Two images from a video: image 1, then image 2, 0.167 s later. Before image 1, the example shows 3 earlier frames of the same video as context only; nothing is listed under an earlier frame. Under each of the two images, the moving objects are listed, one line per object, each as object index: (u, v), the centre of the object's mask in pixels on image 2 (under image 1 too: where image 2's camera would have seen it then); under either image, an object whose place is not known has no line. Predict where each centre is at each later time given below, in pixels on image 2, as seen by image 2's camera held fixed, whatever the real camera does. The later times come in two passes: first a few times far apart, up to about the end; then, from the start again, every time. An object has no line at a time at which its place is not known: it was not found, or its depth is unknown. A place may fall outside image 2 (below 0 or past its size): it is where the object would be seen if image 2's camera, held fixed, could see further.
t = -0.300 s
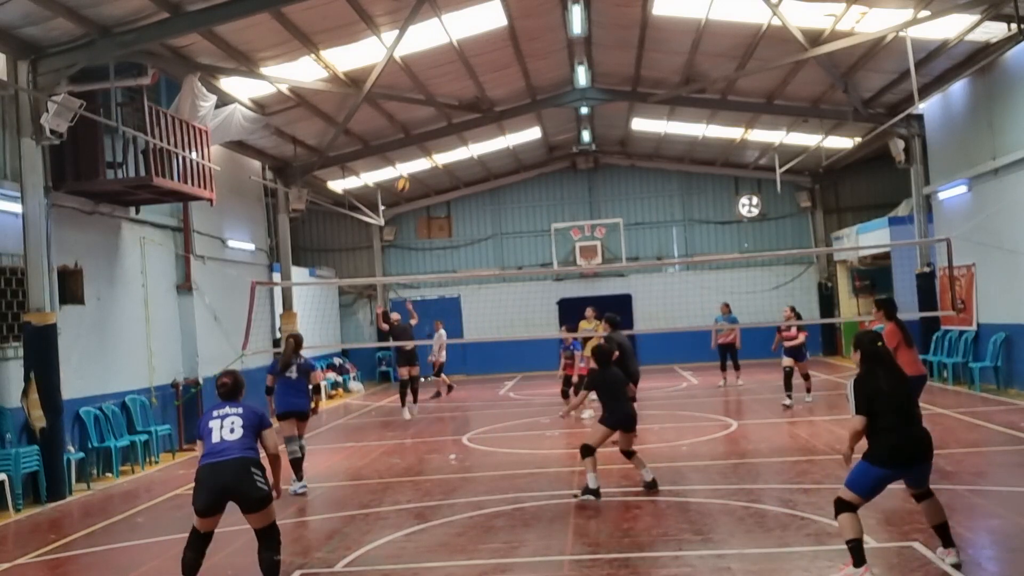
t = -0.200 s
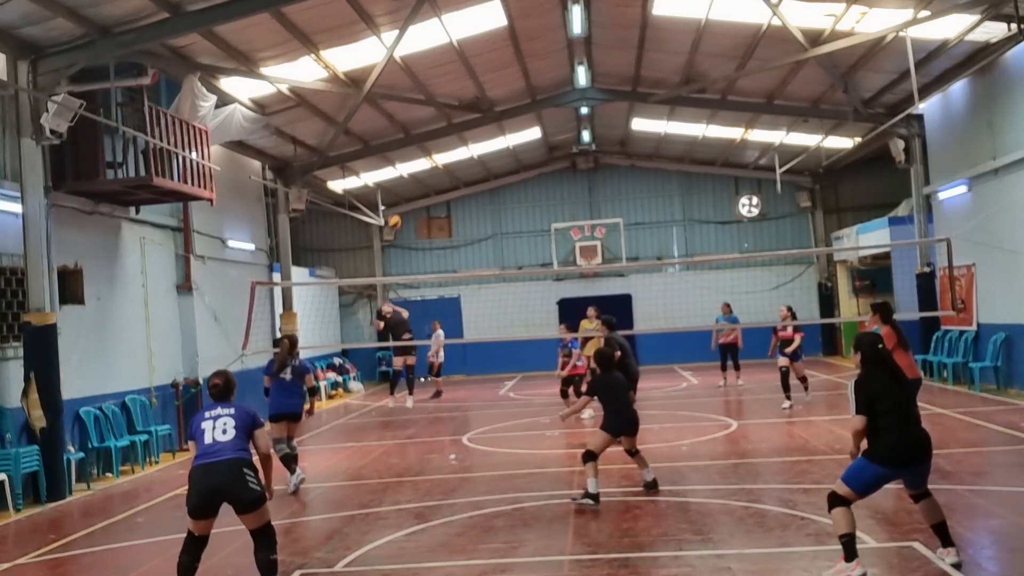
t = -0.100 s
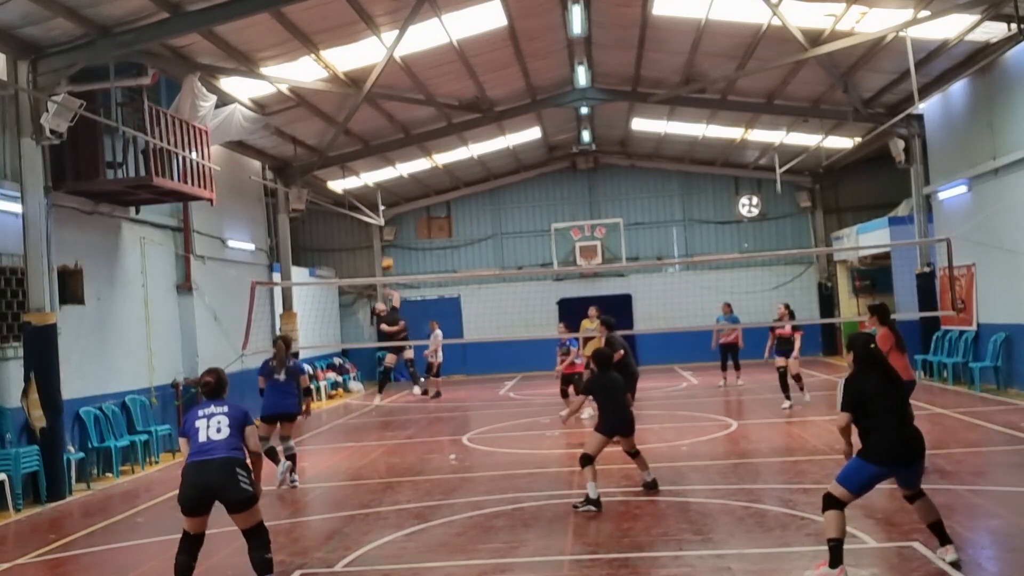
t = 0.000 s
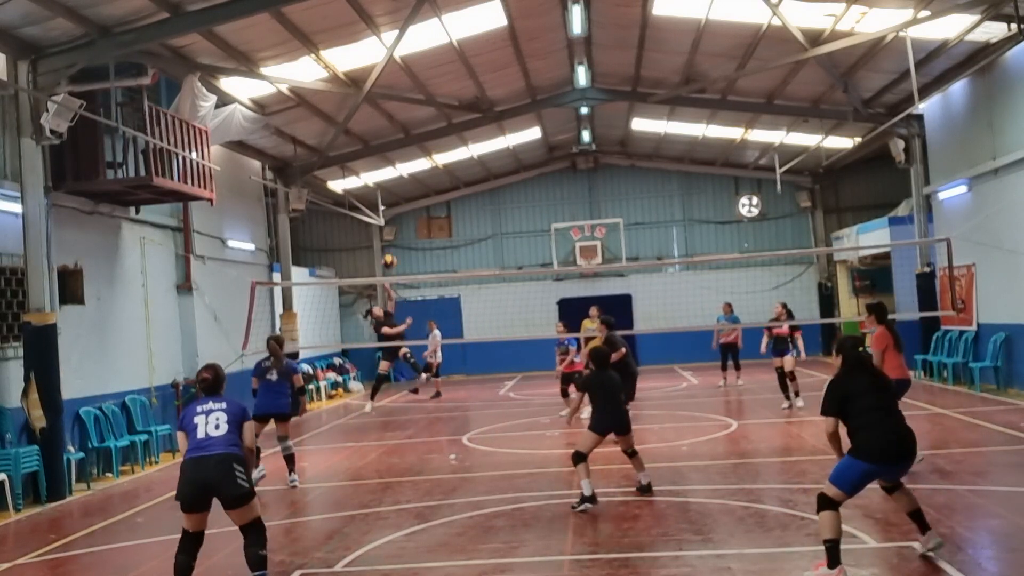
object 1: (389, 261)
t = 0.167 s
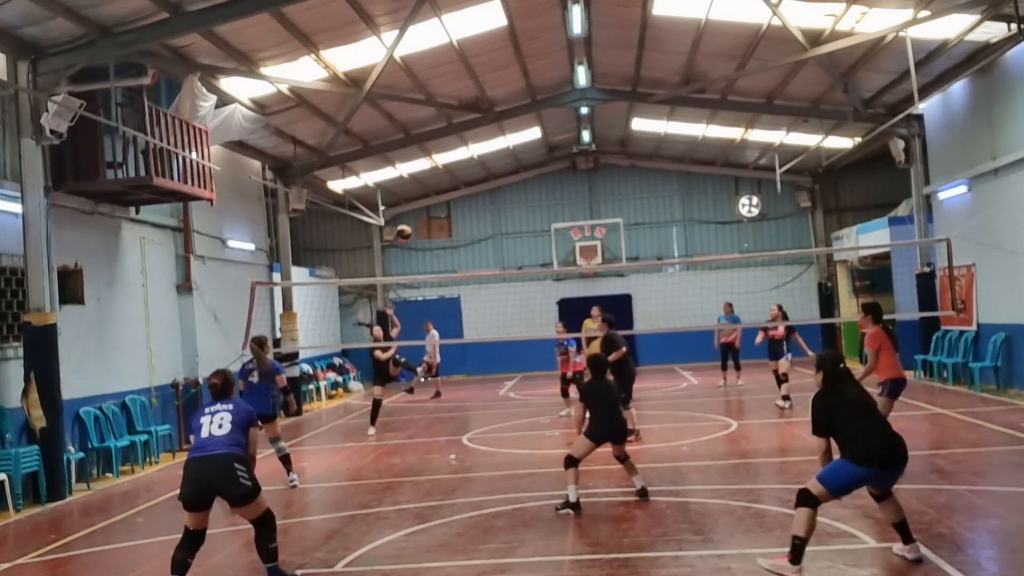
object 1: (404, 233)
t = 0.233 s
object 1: (411, 226)
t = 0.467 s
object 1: (449, 235)
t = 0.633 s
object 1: (499, 302)
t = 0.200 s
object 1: (406, 229)
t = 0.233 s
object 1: (411, 226)
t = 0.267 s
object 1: (415, 224)
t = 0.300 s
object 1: (420, 223)
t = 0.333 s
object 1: (425, 222)
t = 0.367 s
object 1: (430, 223)
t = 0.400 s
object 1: (435, 225)
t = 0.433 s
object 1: (441, 229)
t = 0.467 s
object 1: (449, 235)
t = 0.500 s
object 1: (457, 242)
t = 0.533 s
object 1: (466, 253)
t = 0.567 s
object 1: (476, 266)
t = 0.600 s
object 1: (487, 281)
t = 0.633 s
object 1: (499, 302)
